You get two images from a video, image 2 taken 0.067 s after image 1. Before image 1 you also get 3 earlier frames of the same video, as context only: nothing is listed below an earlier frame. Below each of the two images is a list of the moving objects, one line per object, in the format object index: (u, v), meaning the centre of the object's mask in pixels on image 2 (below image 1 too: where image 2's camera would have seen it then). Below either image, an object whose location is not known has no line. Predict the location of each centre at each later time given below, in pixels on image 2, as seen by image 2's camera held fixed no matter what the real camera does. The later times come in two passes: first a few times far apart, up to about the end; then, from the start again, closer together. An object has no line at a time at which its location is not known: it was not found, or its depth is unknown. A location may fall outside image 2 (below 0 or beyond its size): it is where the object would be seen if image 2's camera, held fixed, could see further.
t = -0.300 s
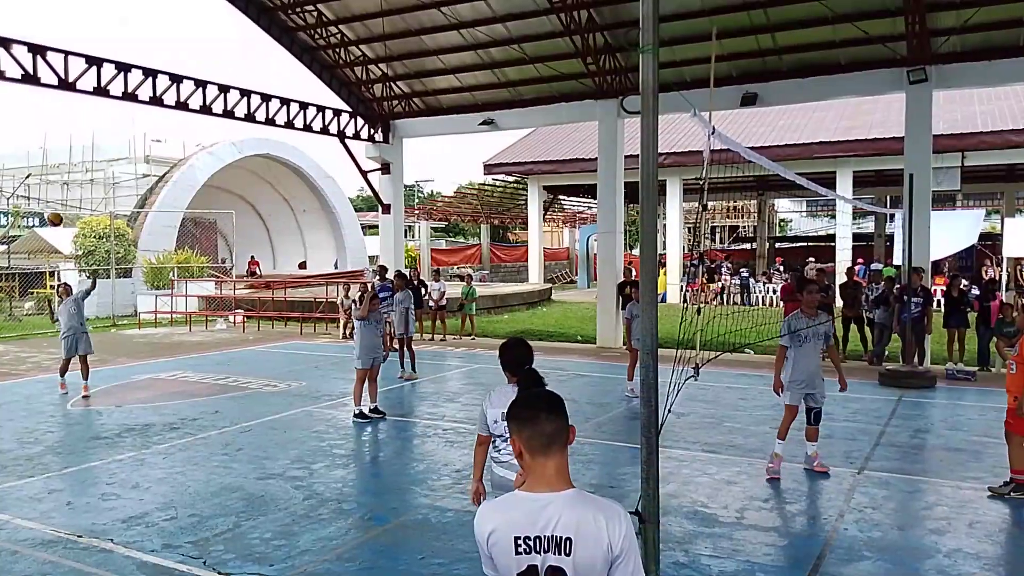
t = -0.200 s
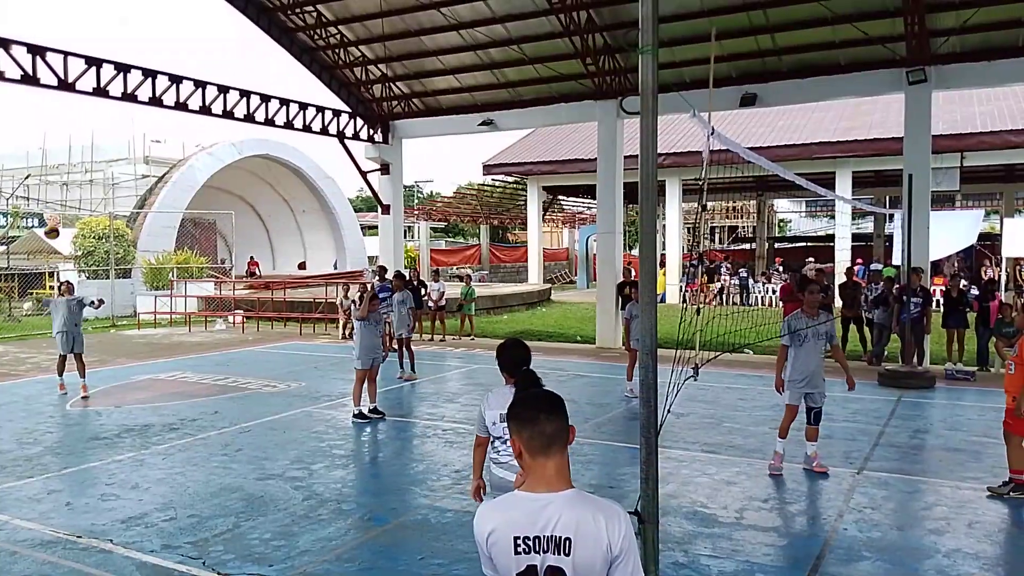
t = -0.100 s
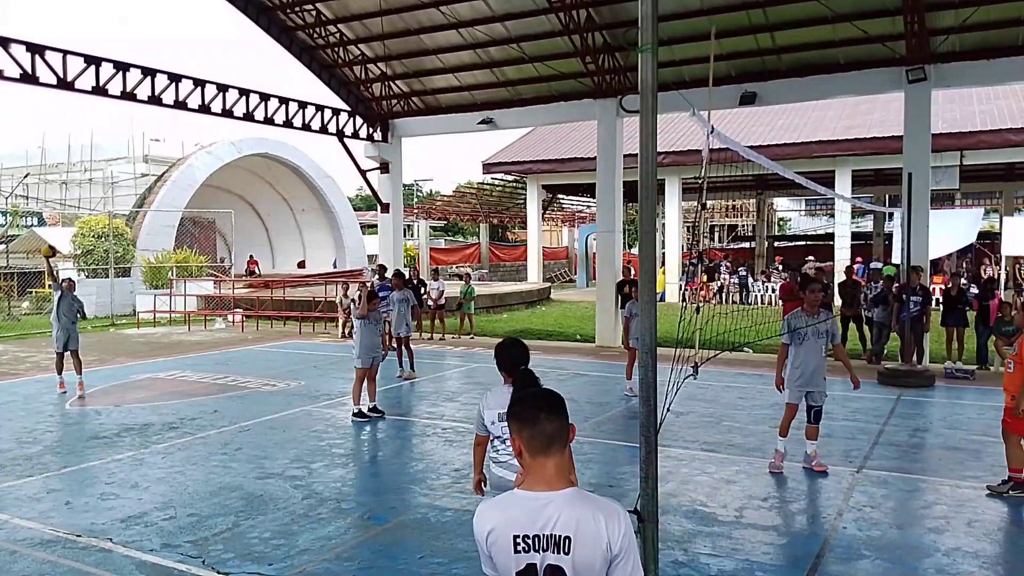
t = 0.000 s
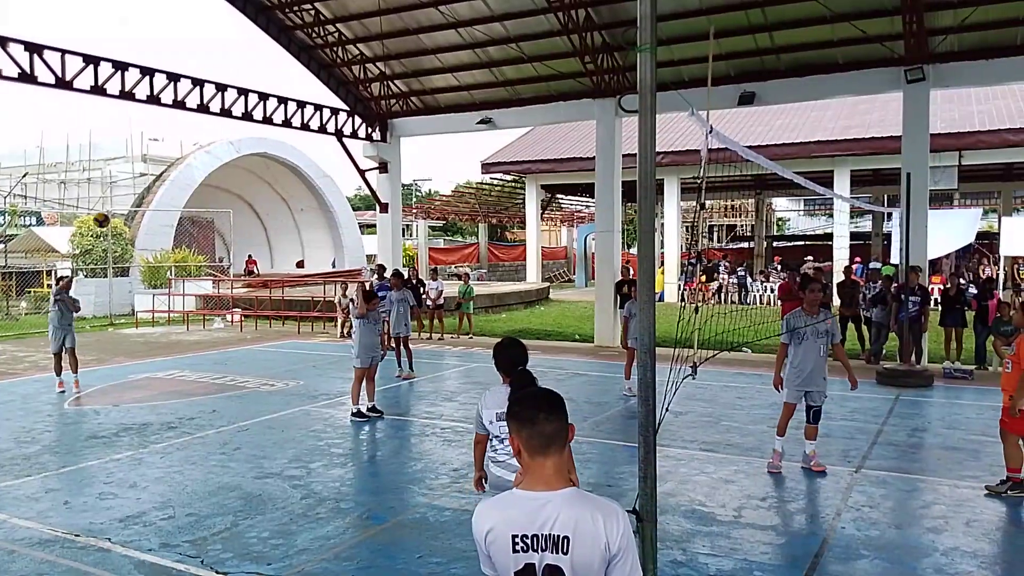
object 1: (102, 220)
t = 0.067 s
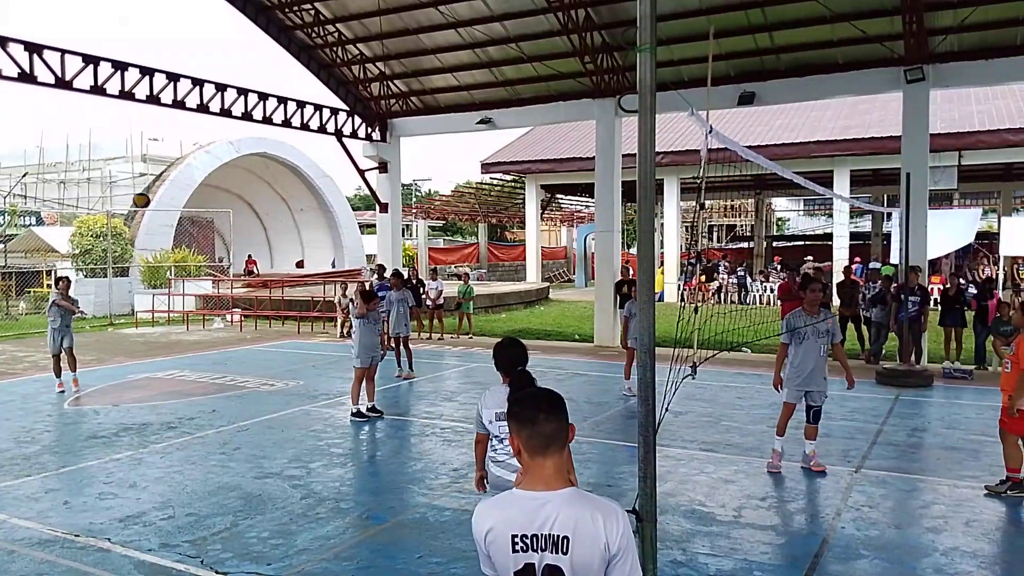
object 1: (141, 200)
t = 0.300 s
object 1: (311, 144)
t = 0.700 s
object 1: (776, 143)
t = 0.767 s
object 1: (893, 168)
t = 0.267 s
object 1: (285, 151)
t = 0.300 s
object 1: (311, 144)
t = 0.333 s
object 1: (341, 139)
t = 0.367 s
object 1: (370, 132)
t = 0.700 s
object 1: (776, 143)
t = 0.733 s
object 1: (833, 156)
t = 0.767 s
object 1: (893, 168)
